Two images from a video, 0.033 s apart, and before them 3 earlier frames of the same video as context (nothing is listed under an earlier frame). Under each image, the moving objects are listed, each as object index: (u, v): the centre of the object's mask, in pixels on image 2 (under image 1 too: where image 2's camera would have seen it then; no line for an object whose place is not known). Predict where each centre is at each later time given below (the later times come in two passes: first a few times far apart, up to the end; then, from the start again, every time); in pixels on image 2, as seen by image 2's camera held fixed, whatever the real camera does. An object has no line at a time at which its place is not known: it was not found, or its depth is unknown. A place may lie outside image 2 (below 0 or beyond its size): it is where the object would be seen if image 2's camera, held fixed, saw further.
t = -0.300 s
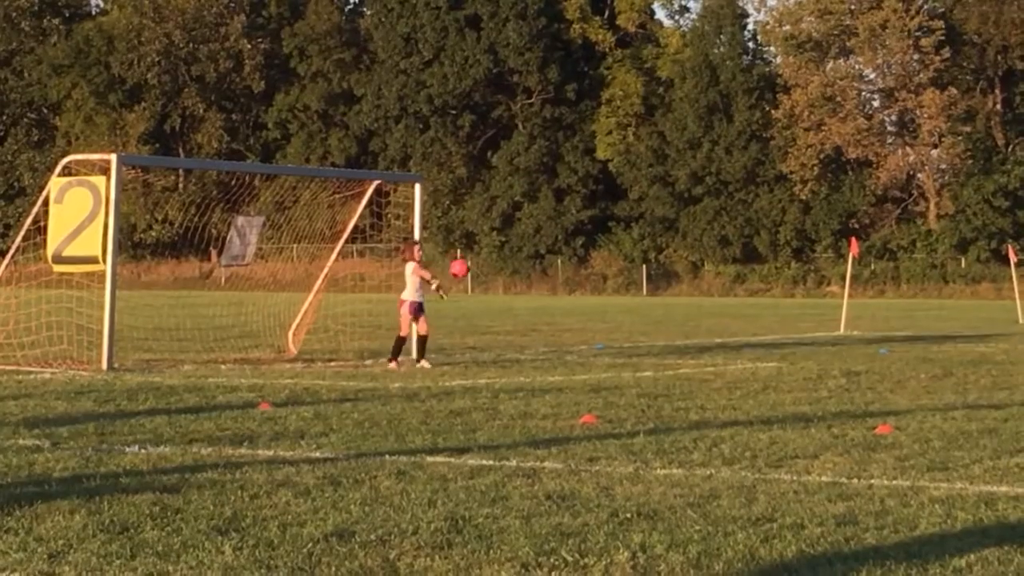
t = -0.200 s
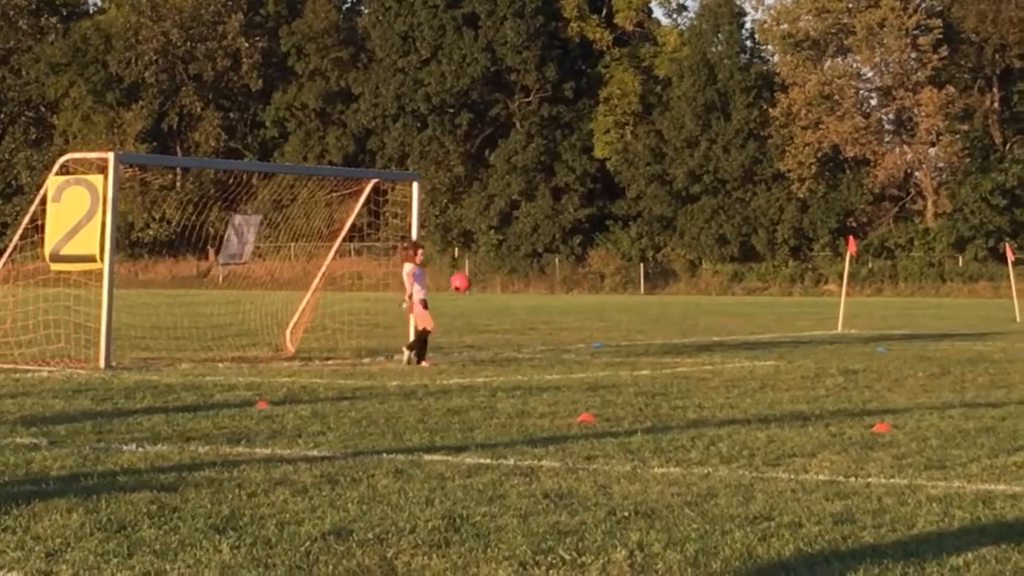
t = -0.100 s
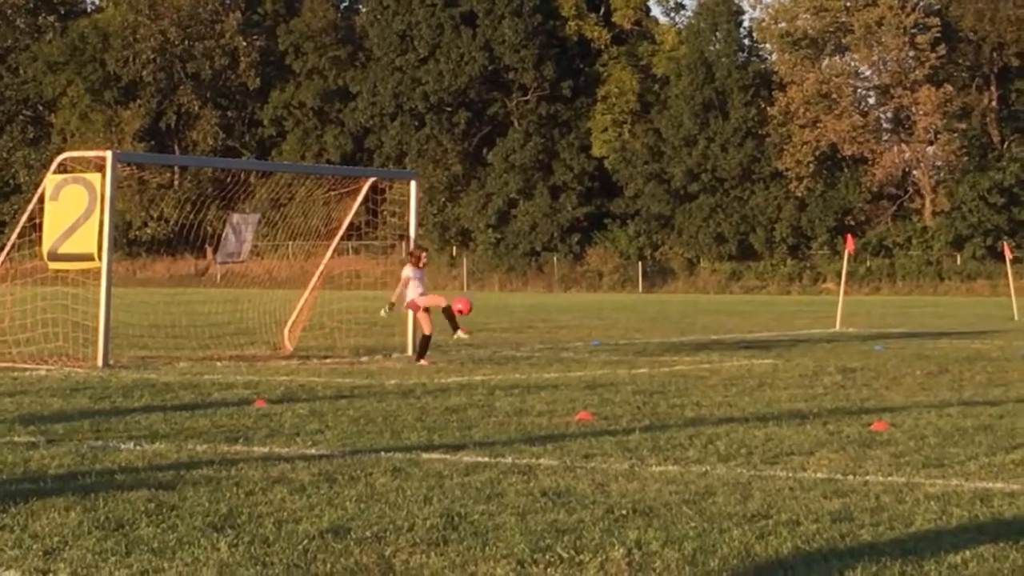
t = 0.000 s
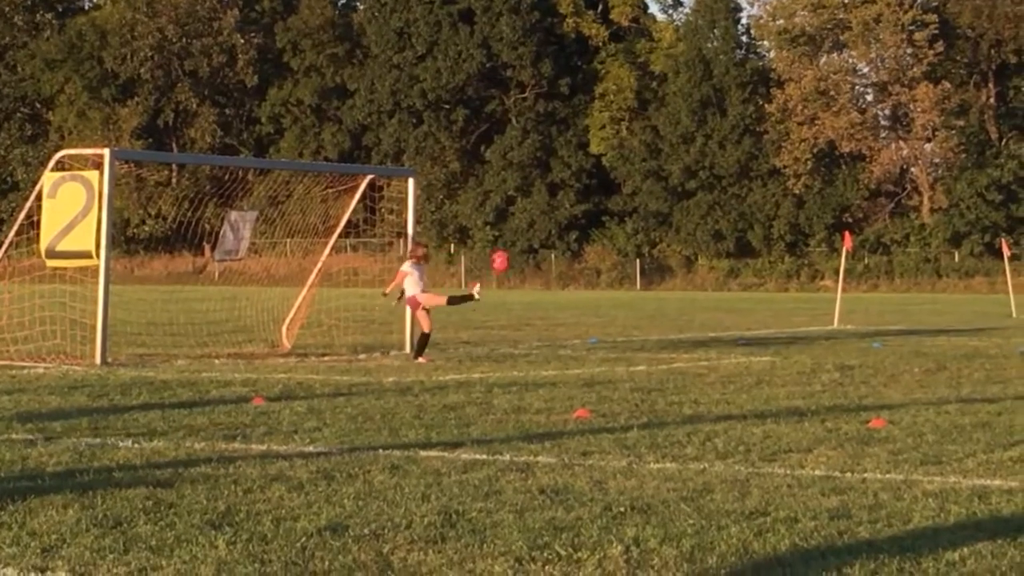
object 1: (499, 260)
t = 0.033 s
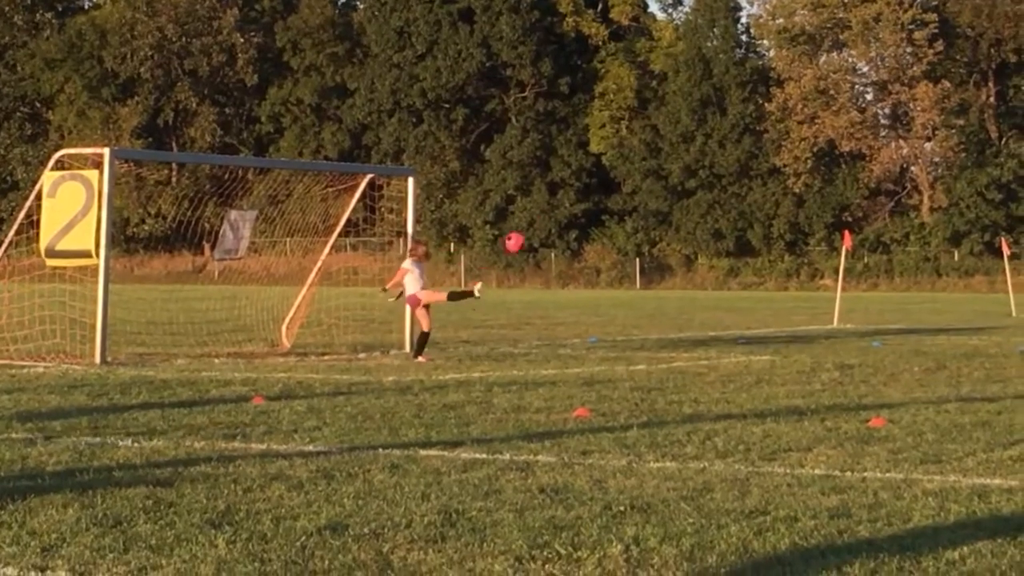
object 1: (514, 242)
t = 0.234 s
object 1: (601, 156)
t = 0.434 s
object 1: (688, 110)
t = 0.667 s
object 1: (791, 105)
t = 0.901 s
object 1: (895, 152)
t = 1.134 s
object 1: (1004, 252)
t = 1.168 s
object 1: (1020, 271)
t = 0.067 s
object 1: (528, 225)
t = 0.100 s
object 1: (543, 209)
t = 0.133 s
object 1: (557, 194)
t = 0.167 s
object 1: (572, 180)
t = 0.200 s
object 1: (587, 168)
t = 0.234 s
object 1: (601, 156)
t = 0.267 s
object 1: (616, 146)
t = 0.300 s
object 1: (630, 136)
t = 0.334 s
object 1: (645, 128)
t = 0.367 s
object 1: (660, 121)
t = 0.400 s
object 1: (674, 115)
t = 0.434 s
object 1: (688, 110)
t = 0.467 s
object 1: (703, 106)
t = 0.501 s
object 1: (717, 103)
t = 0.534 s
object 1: (732, 101)
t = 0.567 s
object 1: (747, 101)
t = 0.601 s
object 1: (762, 101)
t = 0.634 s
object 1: (776, 102)
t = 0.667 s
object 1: (791, 105)
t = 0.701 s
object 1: (806, 109)
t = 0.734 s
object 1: (820, 112)
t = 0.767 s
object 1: (835, 118)
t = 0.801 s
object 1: (850, 125)
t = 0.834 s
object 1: (865, 132)
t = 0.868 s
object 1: (880, 142)
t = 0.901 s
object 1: (895, 152)
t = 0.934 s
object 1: (910, 162)
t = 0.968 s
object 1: (926, 176)
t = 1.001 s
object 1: (941, 189)
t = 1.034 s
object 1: (957, 203)
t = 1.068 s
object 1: (972, 219)
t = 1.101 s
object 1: (988, 234)
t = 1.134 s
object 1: (1004, 252)
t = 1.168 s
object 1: (1020, 271)
